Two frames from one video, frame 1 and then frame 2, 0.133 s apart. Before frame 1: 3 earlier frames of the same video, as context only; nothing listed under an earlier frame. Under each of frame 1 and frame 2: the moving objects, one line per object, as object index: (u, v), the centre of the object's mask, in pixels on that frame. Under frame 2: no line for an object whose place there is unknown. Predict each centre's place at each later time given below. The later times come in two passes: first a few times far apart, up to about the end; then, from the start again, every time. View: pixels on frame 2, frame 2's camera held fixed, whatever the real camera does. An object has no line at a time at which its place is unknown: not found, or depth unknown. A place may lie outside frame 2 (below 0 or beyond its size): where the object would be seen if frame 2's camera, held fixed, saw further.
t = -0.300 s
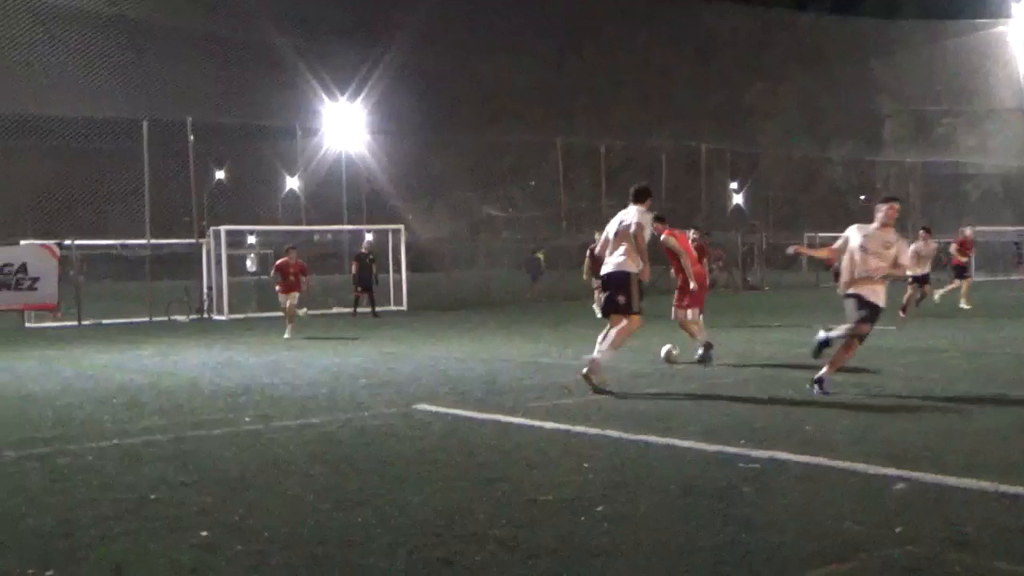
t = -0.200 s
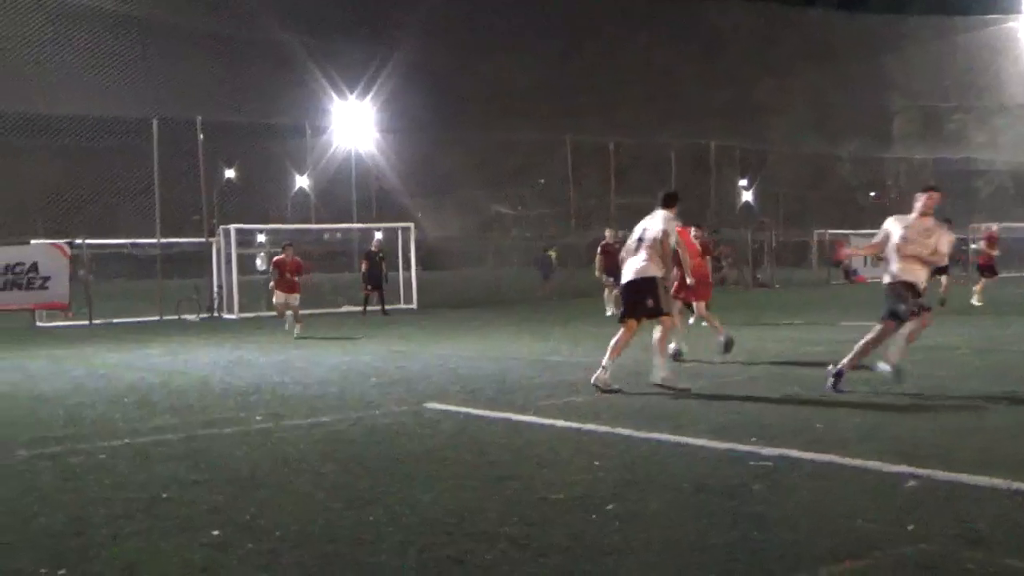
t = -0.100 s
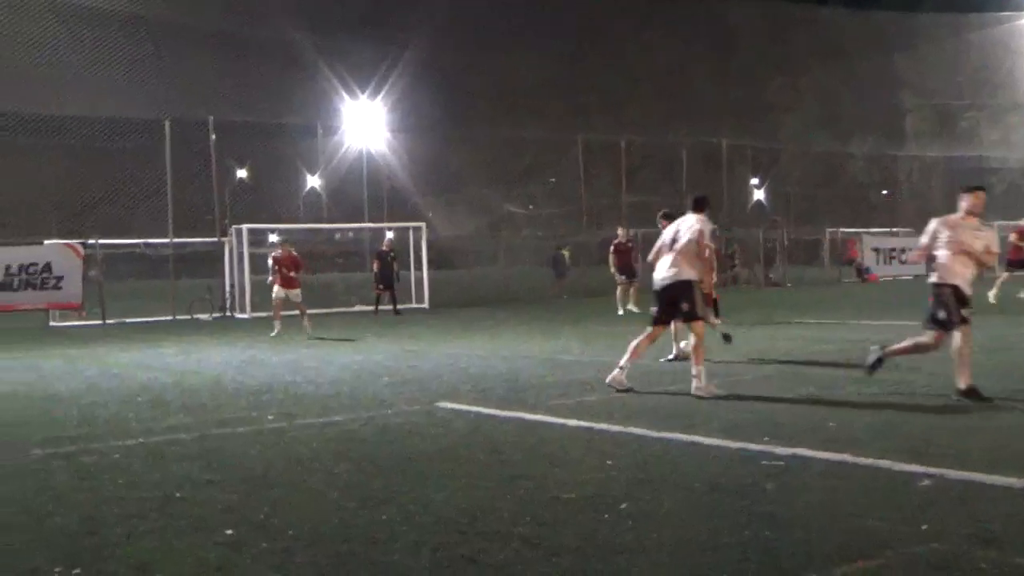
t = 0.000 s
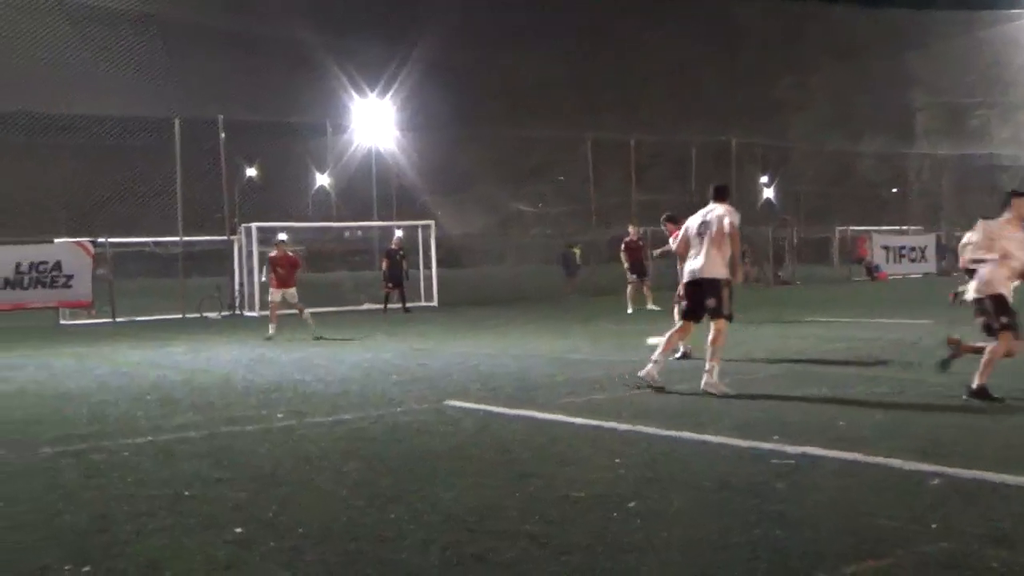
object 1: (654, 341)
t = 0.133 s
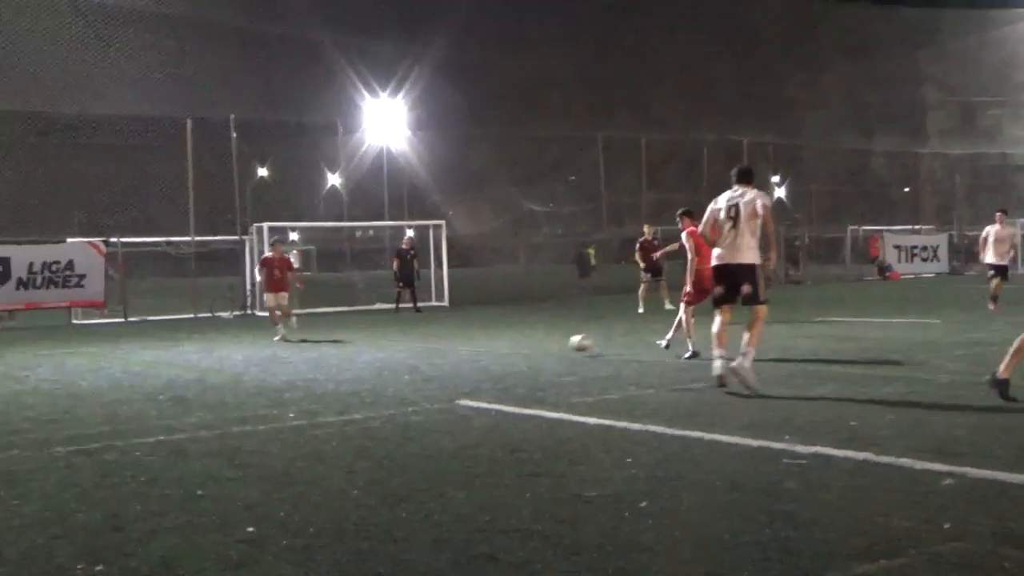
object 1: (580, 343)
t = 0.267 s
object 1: (507, 346)
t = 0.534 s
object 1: (393, 346)
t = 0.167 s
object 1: (559, 346)
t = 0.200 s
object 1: (538, 347)
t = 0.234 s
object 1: (522, 347)
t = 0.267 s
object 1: (507, 346)
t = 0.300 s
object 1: (489, 345)
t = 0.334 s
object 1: (472, 346)
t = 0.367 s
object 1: (459, 346)
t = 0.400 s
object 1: (444, 347)
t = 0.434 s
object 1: (433, 346)
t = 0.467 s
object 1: (417, 345)
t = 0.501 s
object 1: (406, 345)
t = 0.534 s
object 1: (393, 346)
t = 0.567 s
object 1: (382, 345)
